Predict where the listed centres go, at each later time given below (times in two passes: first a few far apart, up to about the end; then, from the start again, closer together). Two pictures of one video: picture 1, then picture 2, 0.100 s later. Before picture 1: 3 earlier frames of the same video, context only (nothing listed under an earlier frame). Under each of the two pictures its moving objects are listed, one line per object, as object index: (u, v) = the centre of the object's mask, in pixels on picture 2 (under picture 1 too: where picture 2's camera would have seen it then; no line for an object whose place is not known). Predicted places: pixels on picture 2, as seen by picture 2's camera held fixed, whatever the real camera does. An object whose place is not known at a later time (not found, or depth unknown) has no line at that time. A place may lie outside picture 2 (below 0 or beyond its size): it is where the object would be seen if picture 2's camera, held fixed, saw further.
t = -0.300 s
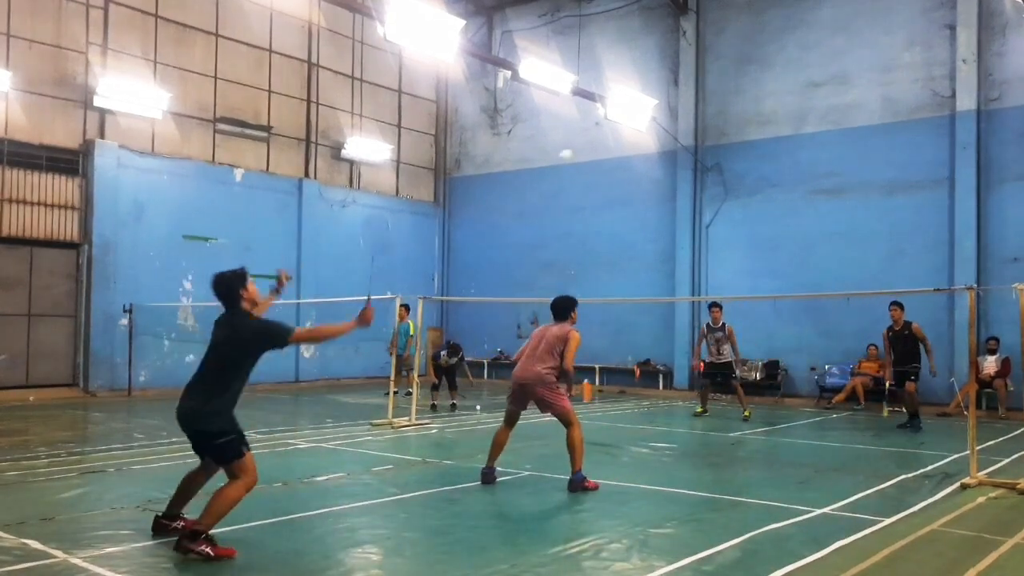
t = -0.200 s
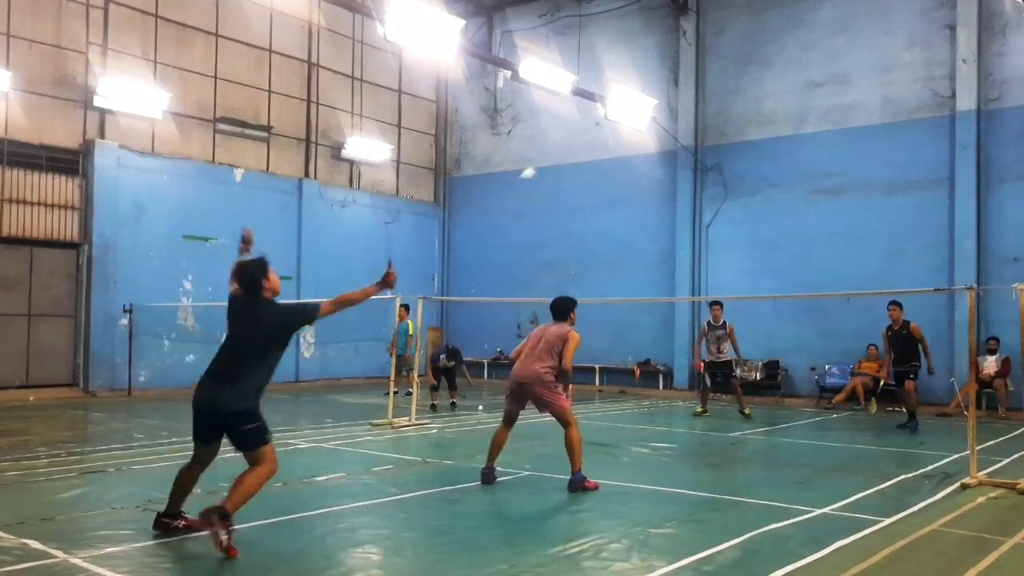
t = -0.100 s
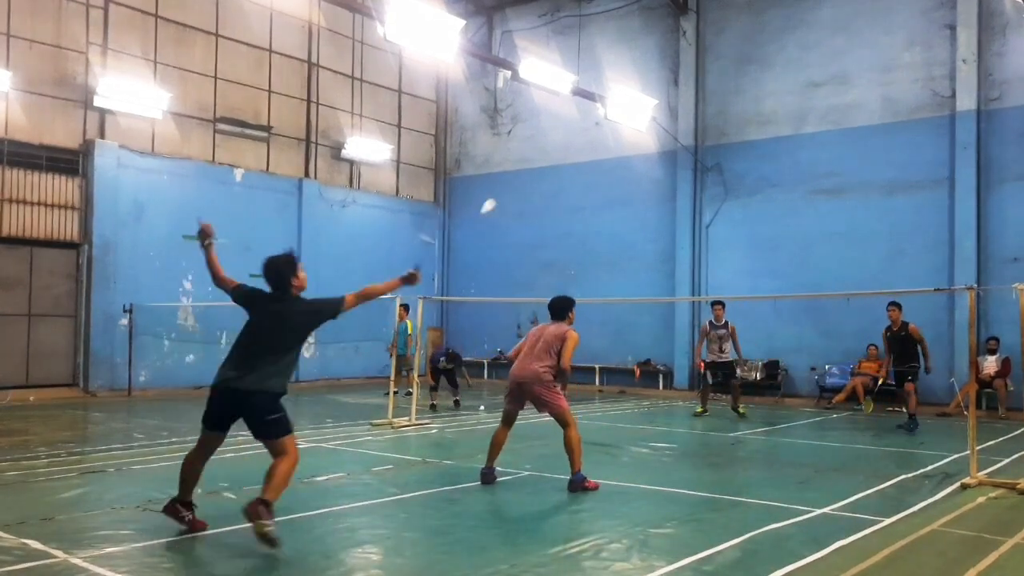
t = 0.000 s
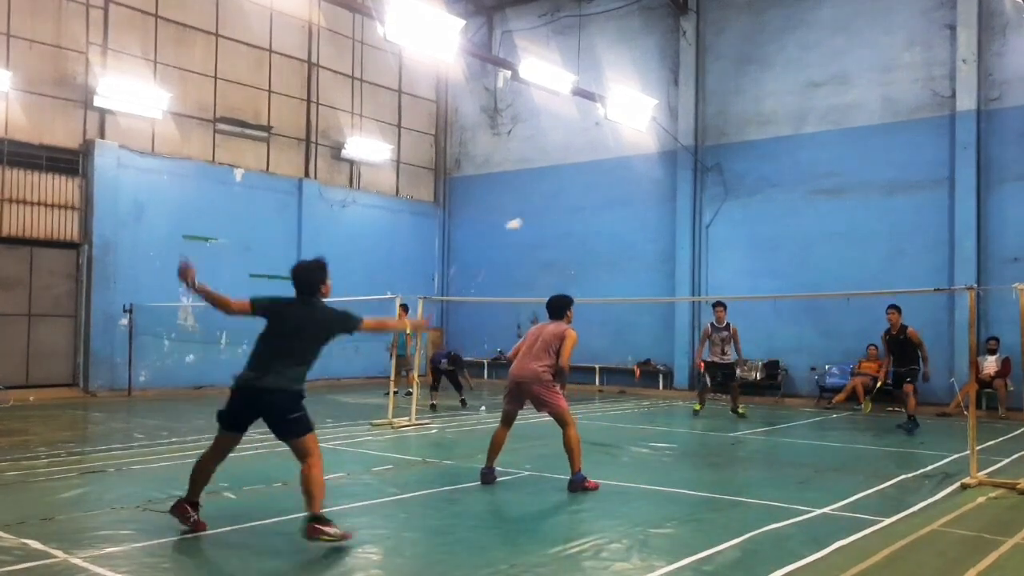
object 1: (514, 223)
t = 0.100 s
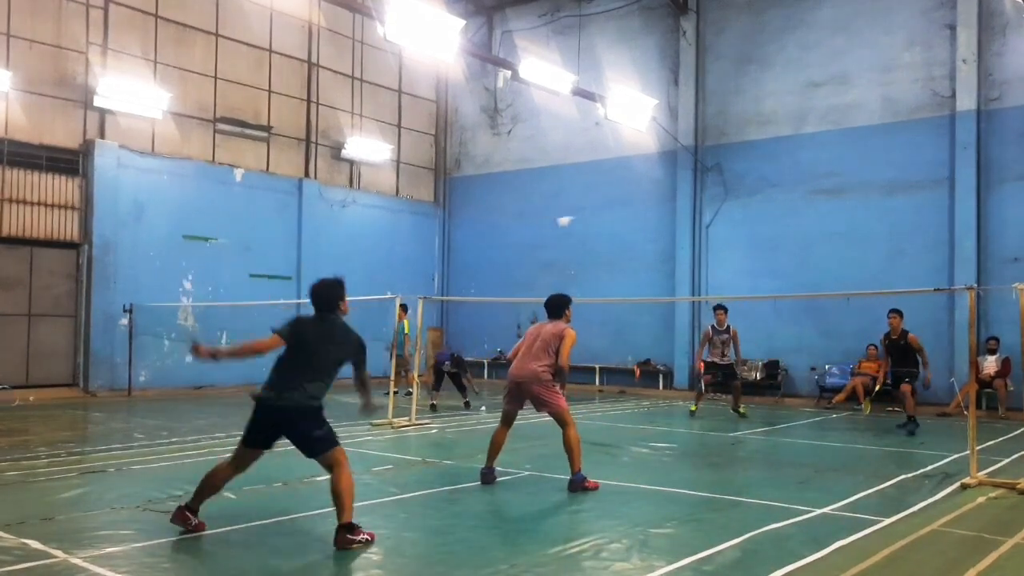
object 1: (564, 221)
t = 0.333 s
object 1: (634, 244)
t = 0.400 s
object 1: (647, 257)
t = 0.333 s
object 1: (634, 244)
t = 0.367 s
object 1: (641, 250)
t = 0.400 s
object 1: (647, 257)
